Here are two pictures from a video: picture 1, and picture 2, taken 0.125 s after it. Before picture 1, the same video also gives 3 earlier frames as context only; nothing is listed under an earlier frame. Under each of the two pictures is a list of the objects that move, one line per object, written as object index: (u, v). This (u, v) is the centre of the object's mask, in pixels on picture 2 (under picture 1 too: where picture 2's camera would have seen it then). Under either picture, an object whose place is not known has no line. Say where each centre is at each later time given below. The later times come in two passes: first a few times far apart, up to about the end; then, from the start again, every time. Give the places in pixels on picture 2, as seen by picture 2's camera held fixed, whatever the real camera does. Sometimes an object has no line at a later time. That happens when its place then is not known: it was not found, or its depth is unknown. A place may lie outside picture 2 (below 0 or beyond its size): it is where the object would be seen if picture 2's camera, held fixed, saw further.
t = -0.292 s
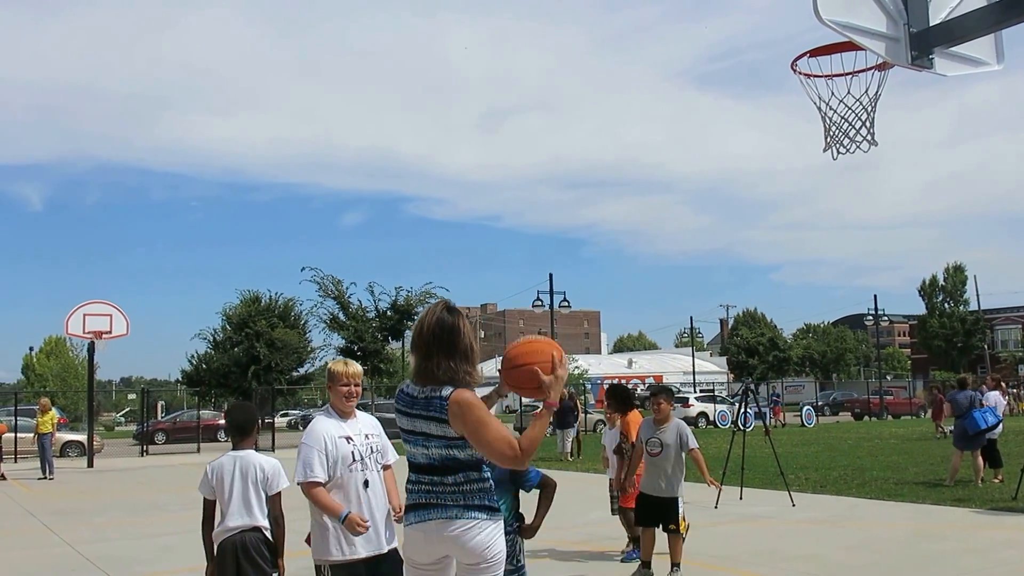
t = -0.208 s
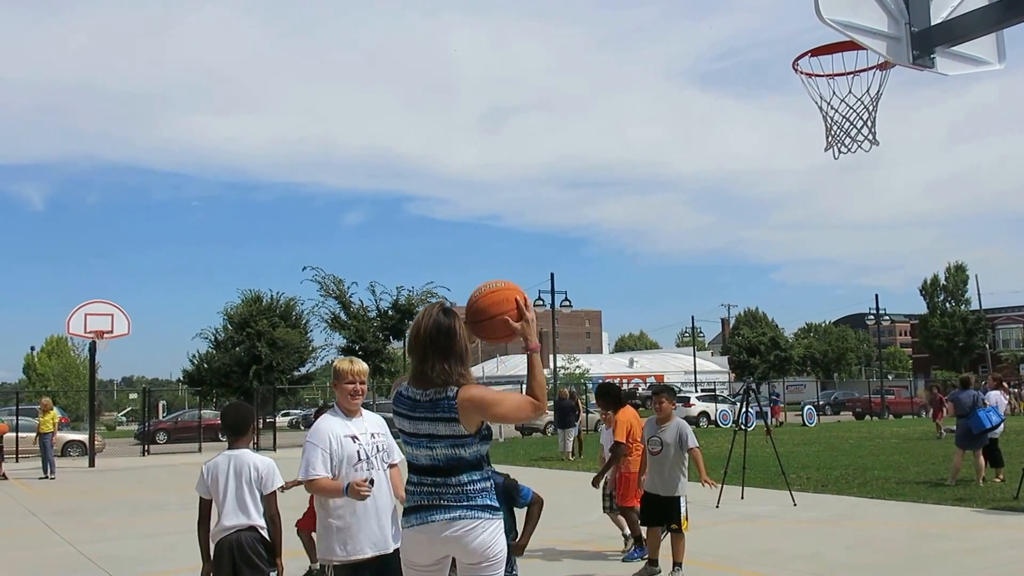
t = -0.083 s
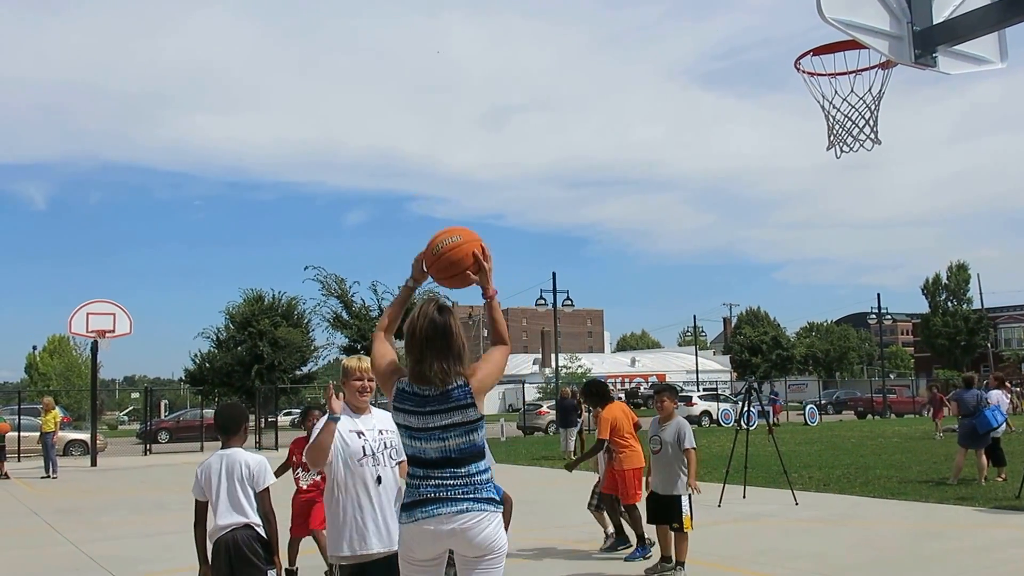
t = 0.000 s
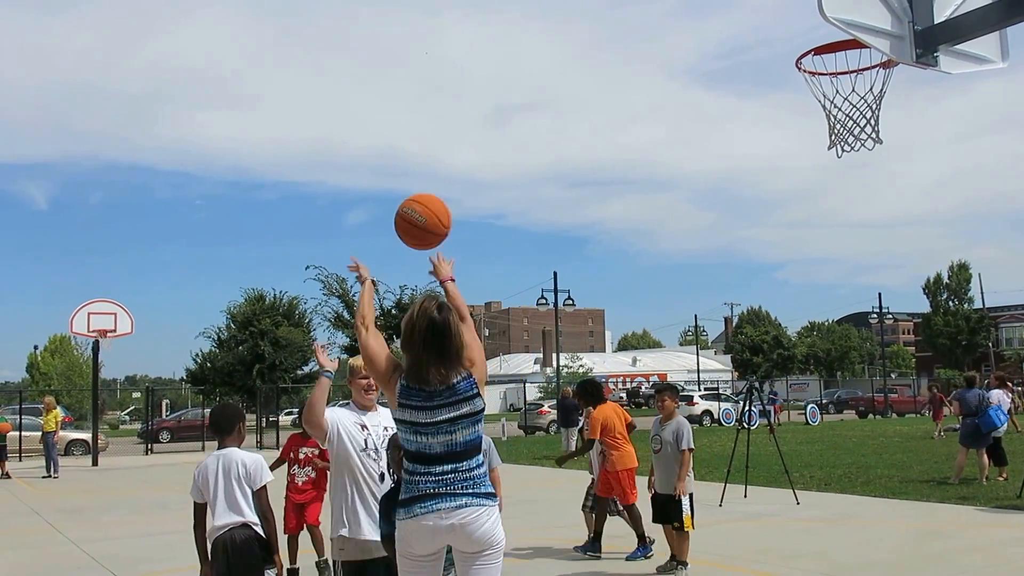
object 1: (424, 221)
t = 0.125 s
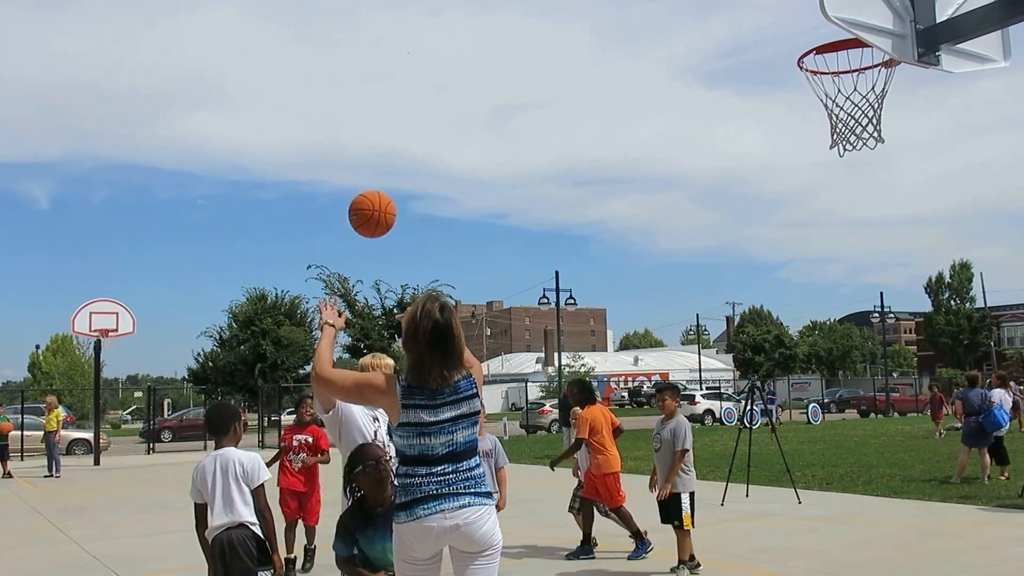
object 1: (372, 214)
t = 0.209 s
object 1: (347, 224)
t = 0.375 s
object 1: (308, 271)
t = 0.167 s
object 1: (359, 218)
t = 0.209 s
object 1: (347, 224)
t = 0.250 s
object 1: (336, 233)
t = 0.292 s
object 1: (326, 244)
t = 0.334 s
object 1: (317, 256)
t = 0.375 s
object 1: (308, 271)
